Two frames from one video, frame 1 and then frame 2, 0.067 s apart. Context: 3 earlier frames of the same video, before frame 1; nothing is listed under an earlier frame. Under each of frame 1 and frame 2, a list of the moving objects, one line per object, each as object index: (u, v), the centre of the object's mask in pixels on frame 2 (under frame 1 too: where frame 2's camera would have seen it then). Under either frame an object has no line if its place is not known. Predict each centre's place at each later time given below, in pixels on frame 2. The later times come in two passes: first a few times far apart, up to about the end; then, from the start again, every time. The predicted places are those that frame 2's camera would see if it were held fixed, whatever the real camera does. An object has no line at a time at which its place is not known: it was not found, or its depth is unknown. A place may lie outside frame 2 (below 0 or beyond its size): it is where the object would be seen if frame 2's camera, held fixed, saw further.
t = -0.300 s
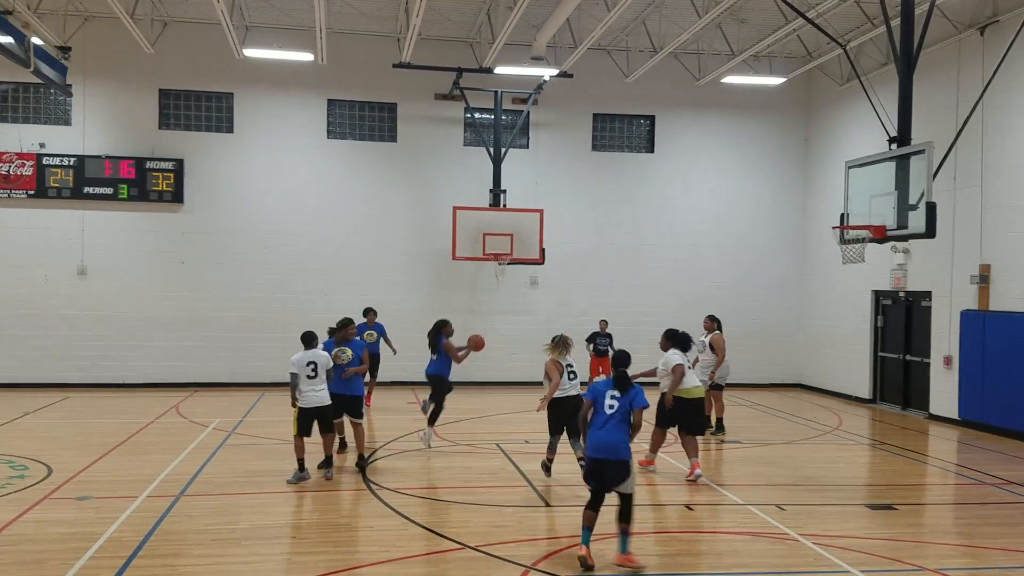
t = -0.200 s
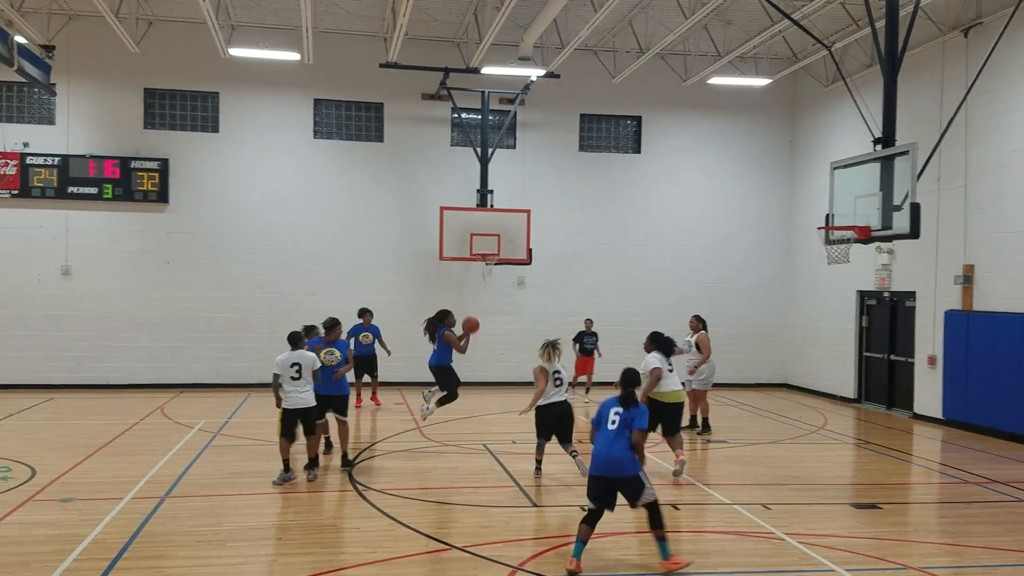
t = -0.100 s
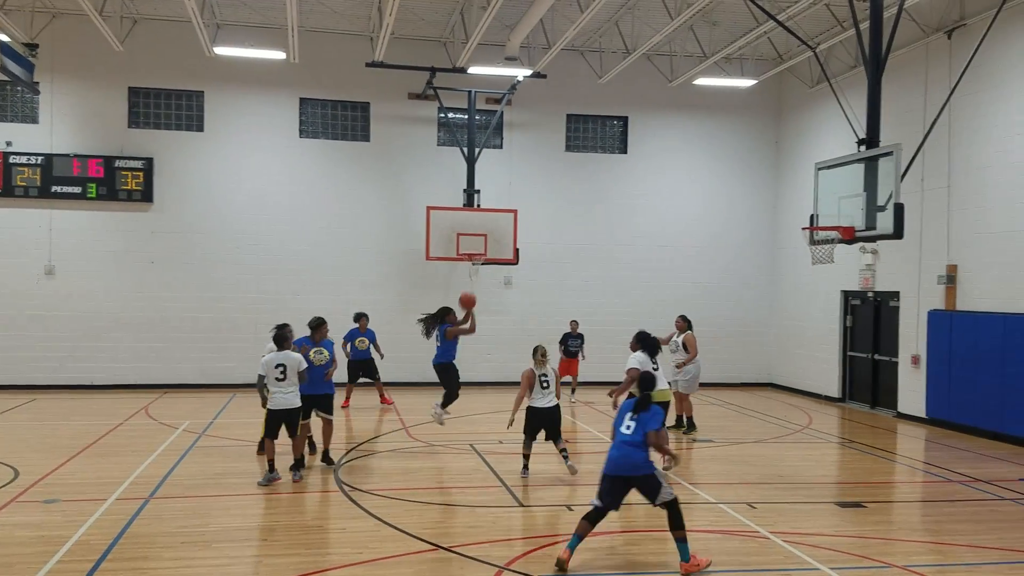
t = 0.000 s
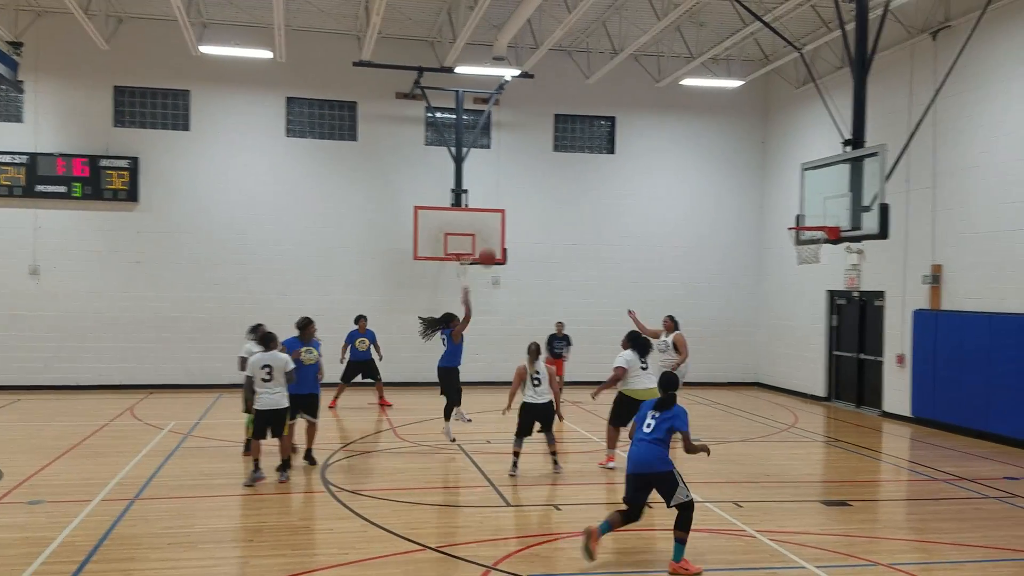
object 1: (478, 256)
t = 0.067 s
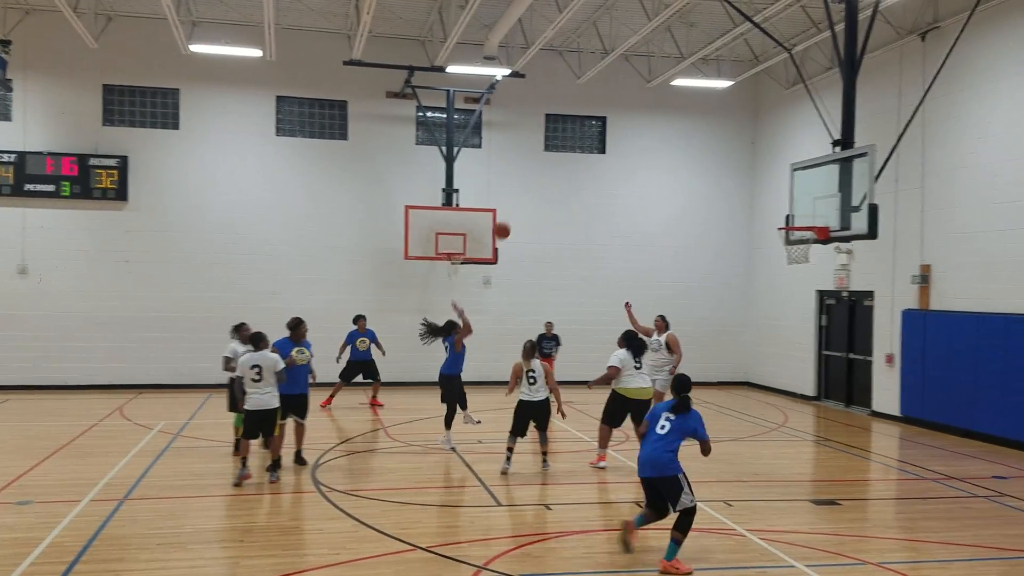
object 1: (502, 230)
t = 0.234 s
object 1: (559, 178)
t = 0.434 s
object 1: (628, 142)
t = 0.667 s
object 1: (707, 138)
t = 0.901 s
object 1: (786, 175)
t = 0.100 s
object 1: (513, 218)
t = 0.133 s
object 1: (525, 206)
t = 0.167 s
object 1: (536, 196)
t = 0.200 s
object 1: (548, 187)
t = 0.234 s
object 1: (559, 178)
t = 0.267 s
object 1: (570, 170)
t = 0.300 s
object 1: (582, 162)
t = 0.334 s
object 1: (594, 156)
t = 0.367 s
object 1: (605, 151)
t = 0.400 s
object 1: (617, 146)
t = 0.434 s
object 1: (628, 142)
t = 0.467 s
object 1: (640, 139)
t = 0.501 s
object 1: (651, 137)
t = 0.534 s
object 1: (663, 136)
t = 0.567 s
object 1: (674, 135)
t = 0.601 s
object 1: (685, 135)
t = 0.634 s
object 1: (696, 137)
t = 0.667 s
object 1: (707, 138)
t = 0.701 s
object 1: (719, 141)
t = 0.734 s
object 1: (728, 145)
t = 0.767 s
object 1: (741, 149)
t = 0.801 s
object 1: (752, 154)
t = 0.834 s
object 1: (764, 161)
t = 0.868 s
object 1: (776, 168)
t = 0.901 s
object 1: (786, 175)
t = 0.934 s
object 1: (796, 184)
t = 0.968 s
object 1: (808, 194)
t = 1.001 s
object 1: (819, 204)
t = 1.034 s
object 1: (831, 215)
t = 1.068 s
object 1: (828, 221)
